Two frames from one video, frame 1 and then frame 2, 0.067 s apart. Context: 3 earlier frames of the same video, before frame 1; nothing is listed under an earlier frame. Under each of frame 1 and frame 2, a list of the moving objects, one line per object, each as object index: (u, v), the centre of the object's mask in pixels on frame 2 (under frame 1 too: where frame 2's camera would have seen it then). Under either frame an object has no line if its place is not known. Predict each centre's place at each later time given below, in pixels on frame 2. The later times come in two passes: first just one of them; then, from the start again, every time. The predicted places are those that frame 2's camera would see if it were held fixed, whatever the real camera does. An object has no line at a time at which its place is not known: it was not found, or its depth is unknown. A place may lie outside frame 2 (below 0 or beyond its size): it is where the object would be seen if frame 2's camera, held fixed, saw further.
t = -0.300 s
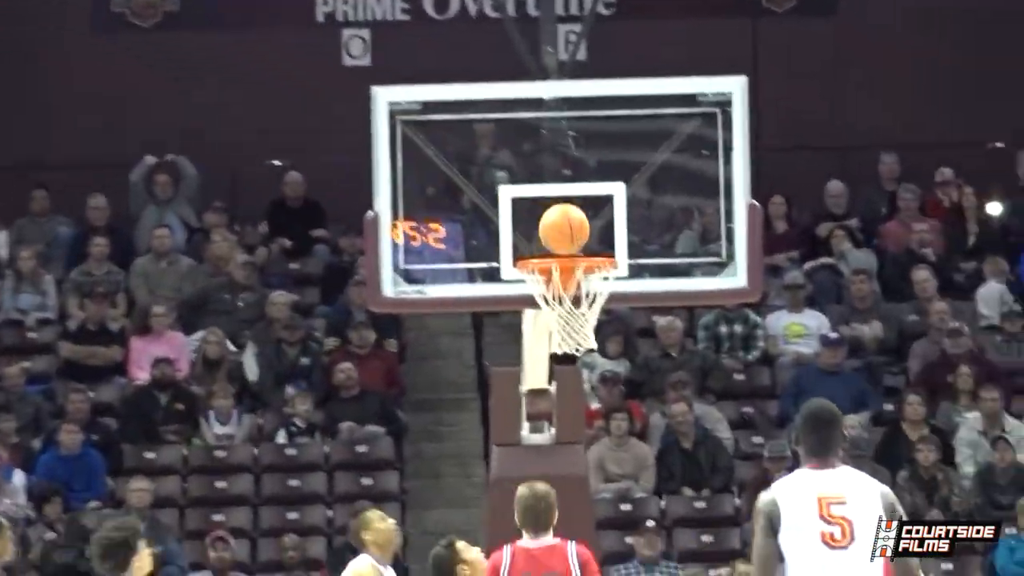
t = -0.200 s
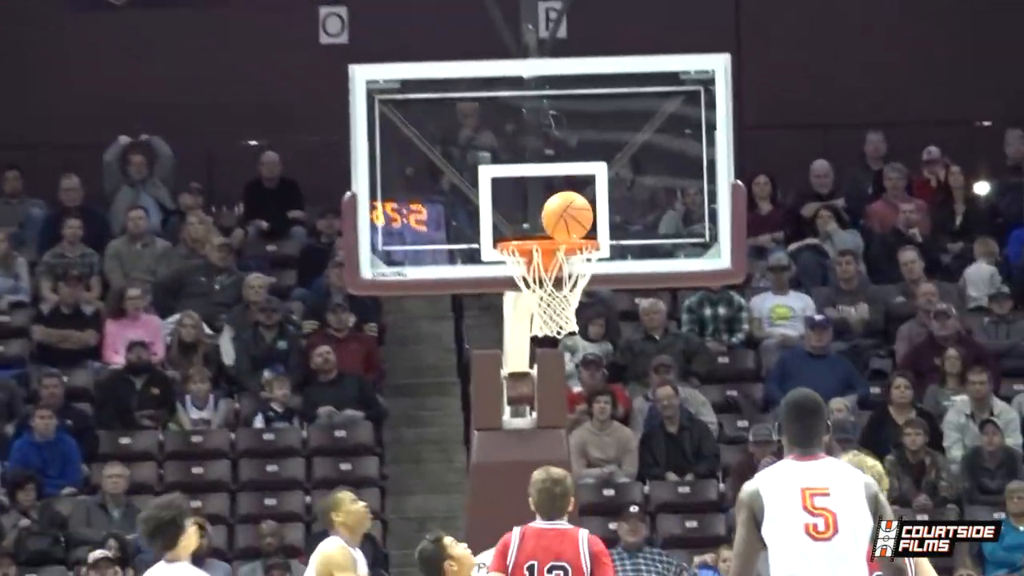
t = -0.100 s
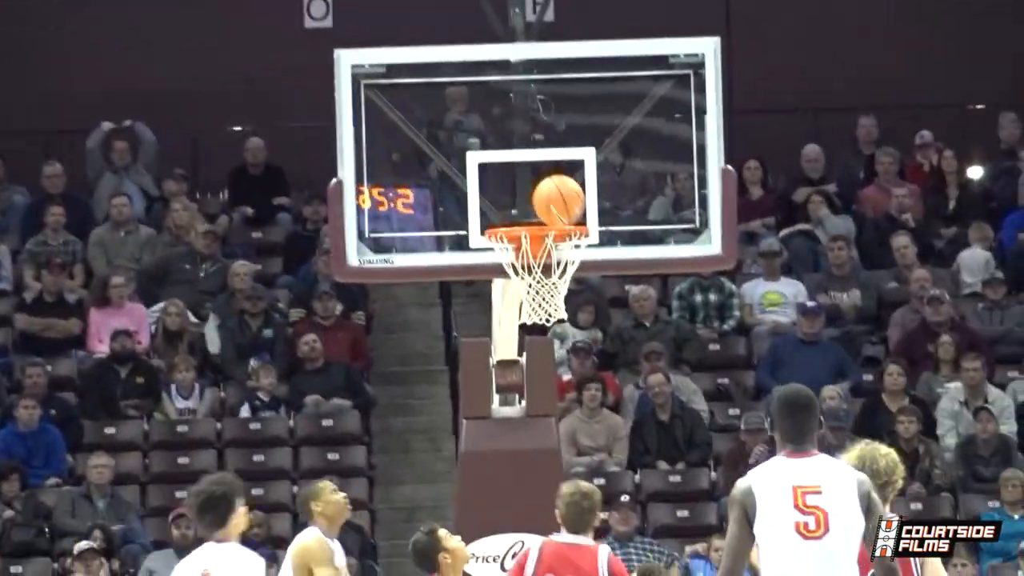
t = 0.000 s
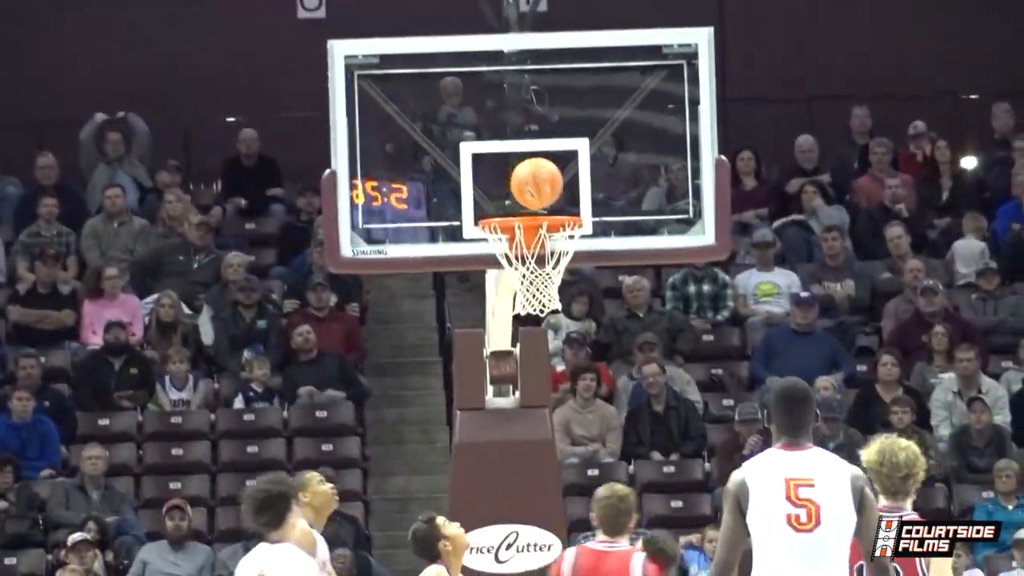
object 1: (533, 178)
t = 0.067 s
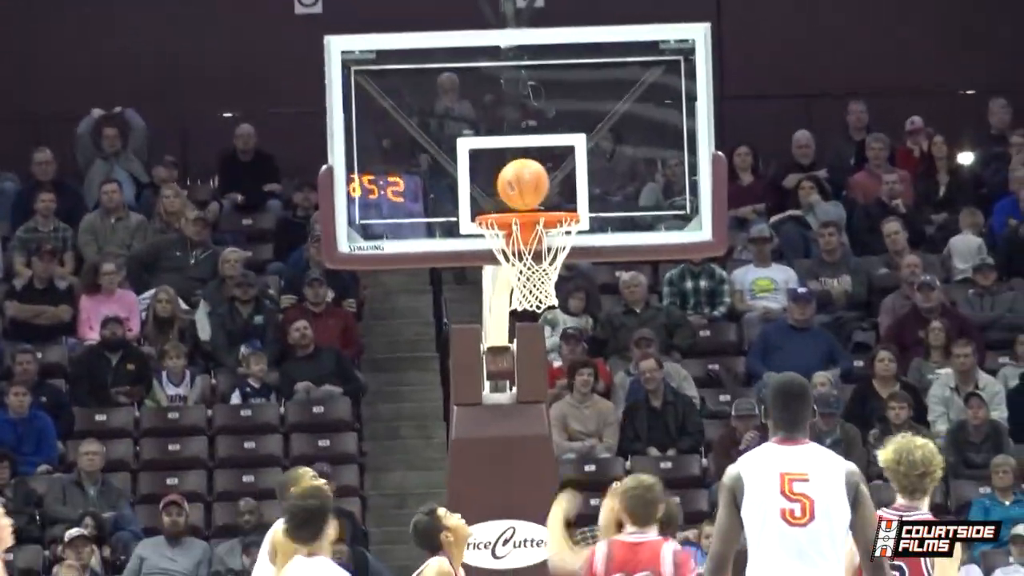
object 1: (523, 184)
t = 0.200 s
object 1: (513, 185)
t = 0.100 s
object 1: (518, 189)
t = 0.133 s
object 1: (513, 193)
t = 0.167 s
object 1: (513, 189)
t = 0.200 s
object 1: (513, 185)
